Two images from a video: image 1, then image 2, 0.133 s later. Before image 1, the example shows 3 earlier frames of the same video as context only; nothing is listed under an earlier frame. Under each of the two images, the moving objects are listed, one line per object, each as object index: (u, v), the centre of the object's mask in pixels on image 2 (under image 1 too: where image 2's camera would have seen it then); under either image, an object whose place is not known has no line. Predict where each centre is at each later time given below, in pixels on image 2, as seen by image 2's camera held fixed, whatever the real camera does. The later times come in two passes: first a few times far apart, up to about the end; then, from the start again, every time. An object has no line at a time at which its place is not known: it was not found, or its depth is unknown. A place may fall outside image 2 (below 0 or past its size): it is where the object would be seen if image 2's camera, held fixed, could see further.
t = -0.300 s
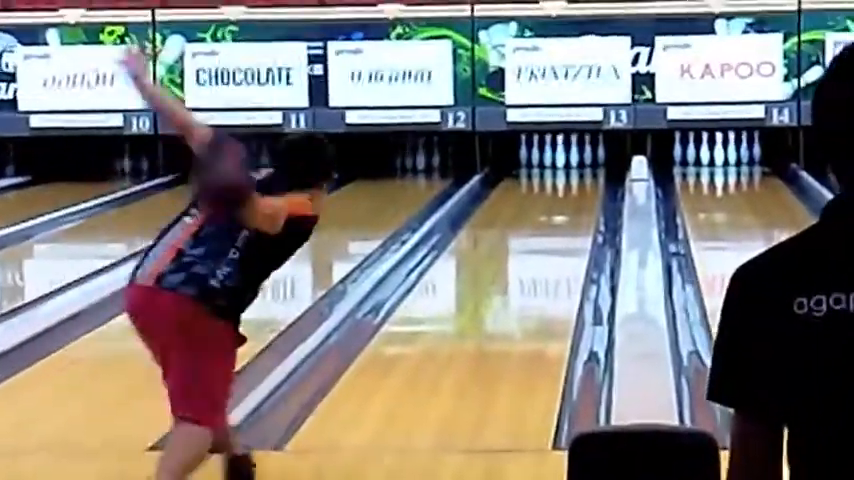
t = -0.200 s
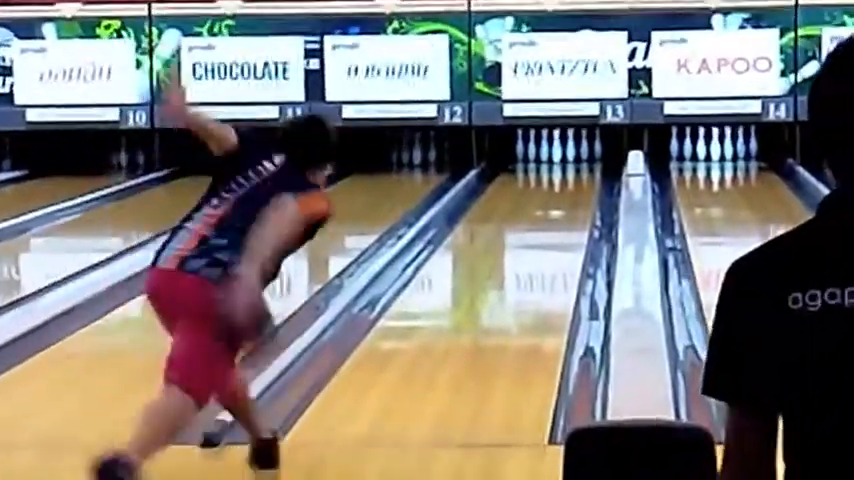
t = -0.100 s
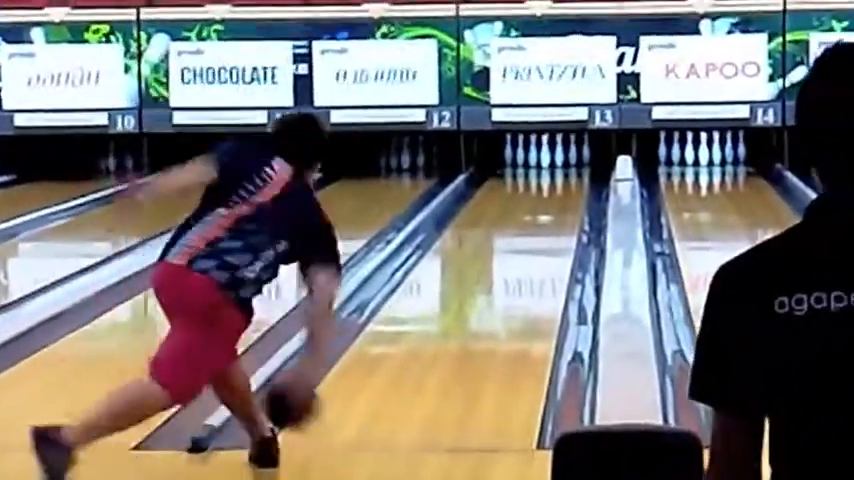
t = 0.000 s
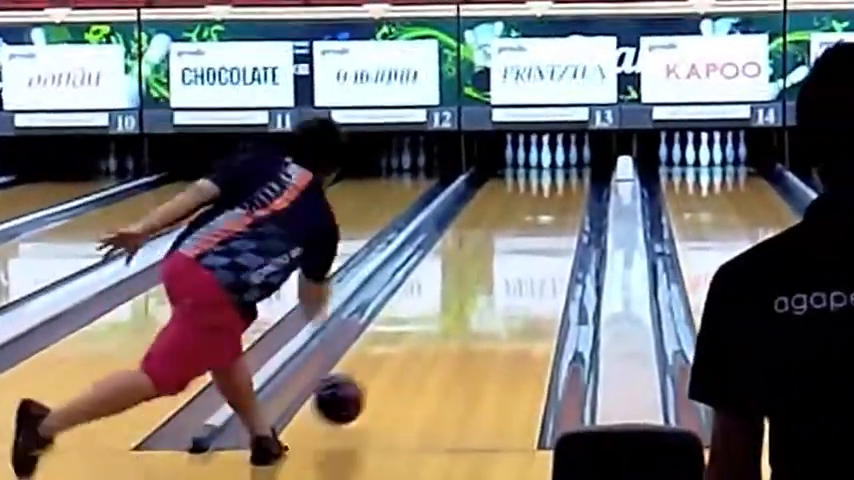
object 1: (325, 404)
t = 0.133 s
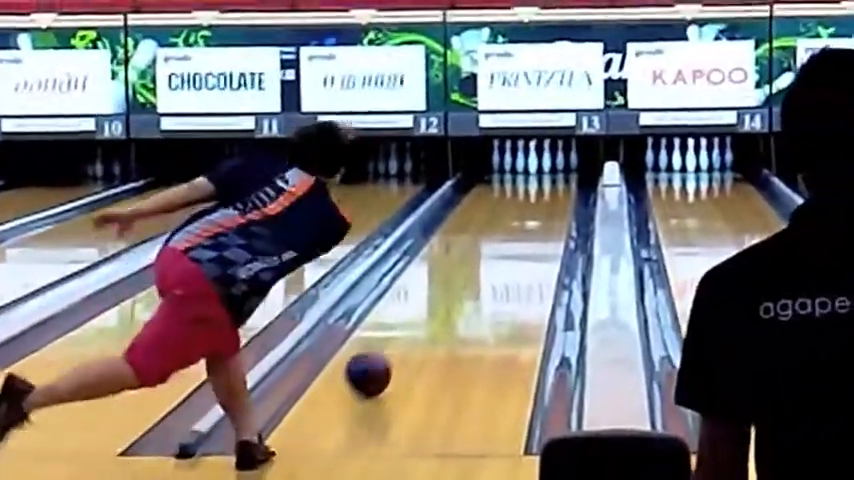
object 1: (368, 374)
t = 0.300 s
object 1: (409, 334)
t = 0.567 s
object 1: (457, 288)
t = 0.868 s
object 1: (494, 250)
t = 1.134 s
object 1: (517, 224)
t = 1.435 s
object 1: (534, 203)
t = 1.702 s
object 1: (544, 186)
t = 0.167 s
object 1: (378, 365)
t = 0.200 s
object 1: (386, 357)
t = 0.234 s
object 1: (394, 349)
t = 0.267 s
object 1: (402, 341)
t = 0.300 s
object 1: (409, 334)
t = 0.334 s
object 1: (416, 327)
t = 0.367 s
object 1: (423, 321)
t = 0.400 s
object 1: (430, 315)
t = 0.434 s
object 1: (436, 309)
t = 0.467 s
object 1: (442, 304)
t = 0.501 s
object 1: (447, 298)
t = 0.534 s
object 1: (452, 292)
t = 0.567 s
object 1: (457, 288)
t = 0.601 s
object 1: (462, 283)
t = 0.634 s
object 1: (466, 278)
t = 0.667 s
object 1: (470, 274)
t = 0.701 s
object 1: (475, 270)
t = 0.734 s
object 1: (479, 265)
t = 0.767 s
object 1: (483, 261)
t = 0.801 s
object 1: (487, 257)
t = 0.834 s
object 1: (490, 253)
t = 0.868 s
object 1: (494, 250)
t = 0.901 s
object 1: (497, 247)
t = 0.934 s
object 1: (500, 244)
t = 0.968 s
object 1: (503, 239)
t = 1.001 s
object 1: (506, 236)
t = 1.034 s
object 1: (509, 233)
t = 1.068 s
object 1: (511, 230)
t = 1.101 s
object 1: (514, 227)
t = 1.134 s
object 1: (517, 224)
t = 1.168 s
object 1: (519, 222)
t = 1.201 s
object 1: (521, 219)
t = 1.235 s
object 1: (523, 218)
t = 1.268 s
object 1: (525, 215)
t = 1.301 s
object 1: (527, 211)
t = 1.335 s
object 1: (529, 209)
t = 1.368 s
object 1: (531, 207)
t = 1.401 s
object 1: (532, 205)
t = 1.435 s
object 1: (534, 203)
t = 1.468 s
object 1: (535, 200)
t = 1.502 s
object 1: (536, 198)
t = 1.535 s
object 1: (538, 195)
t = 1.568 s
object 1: (540, 193)
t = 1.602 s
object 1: (541, 191)
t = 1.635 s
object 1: (542, 189)
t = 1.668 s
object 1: (543, 187)
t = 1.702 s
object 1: (544, 186)
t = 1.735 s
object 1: (544, 185)
